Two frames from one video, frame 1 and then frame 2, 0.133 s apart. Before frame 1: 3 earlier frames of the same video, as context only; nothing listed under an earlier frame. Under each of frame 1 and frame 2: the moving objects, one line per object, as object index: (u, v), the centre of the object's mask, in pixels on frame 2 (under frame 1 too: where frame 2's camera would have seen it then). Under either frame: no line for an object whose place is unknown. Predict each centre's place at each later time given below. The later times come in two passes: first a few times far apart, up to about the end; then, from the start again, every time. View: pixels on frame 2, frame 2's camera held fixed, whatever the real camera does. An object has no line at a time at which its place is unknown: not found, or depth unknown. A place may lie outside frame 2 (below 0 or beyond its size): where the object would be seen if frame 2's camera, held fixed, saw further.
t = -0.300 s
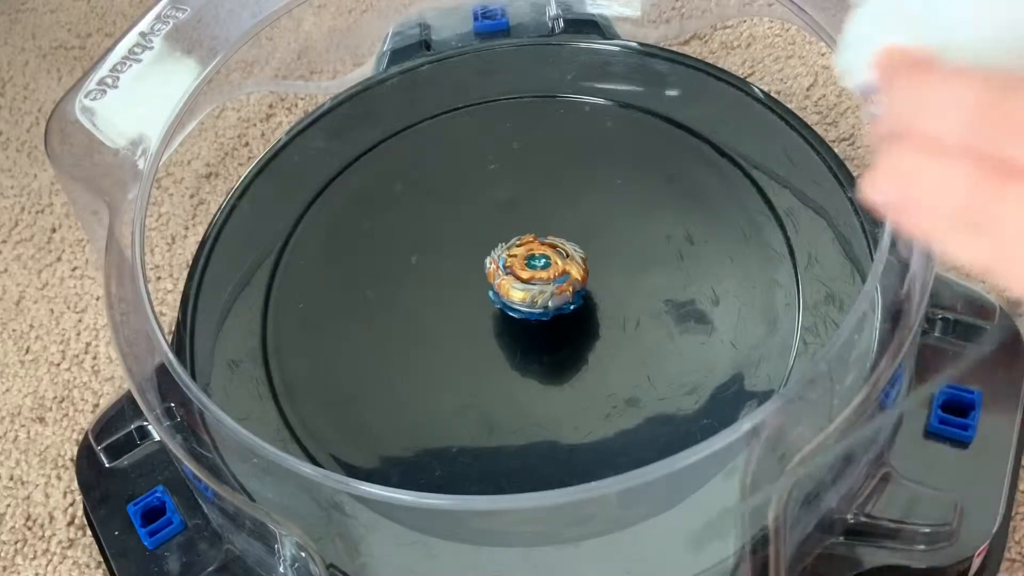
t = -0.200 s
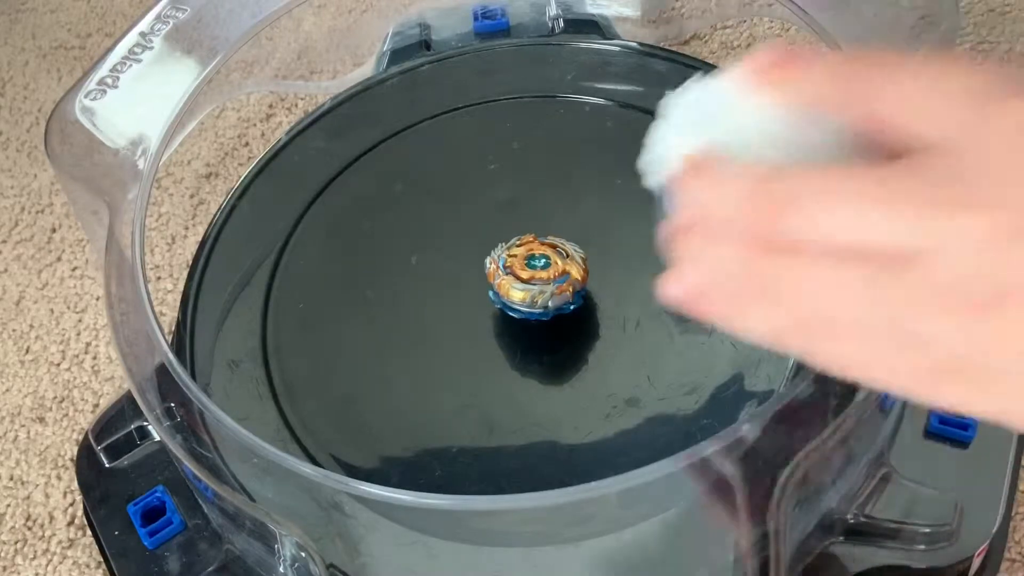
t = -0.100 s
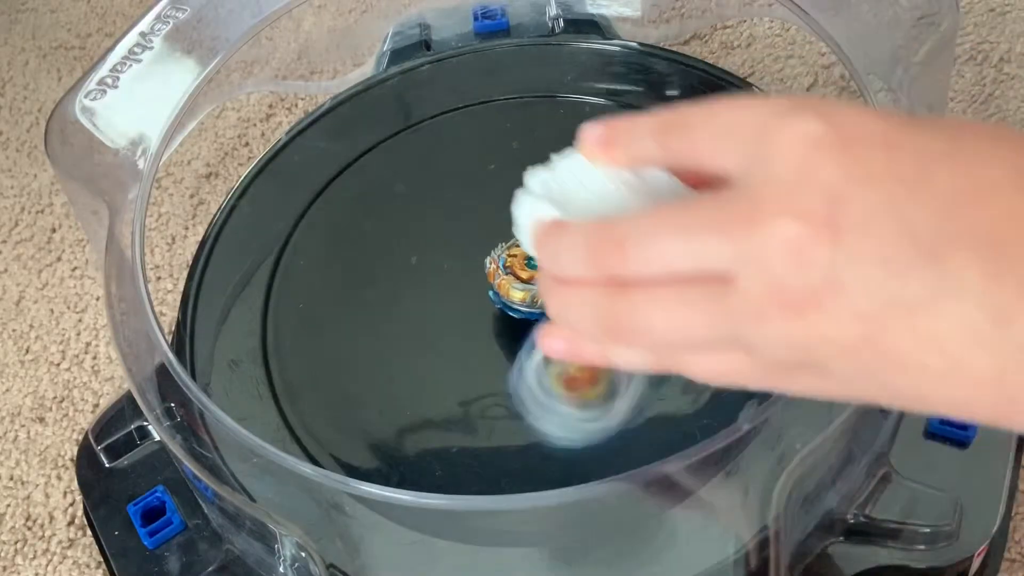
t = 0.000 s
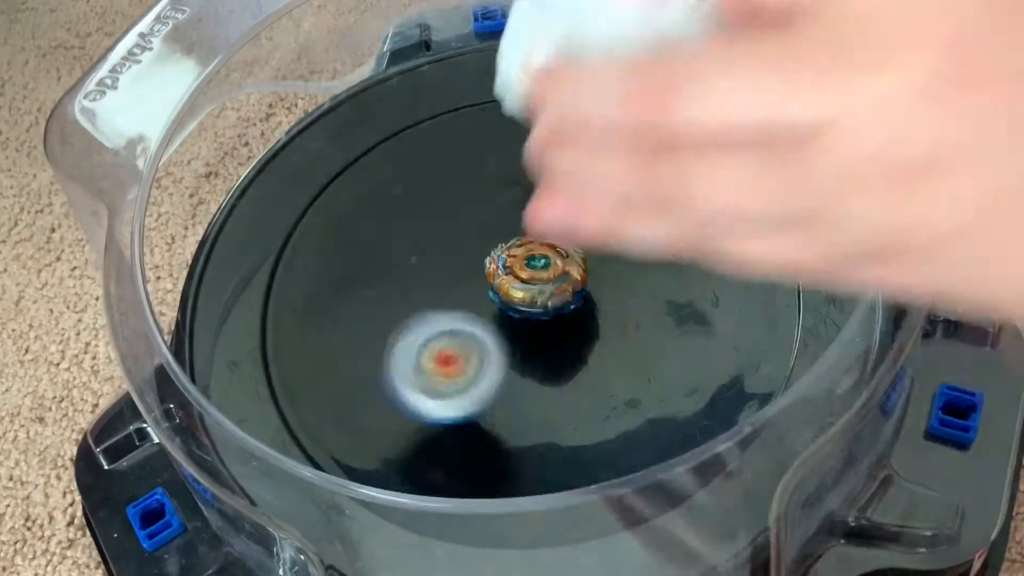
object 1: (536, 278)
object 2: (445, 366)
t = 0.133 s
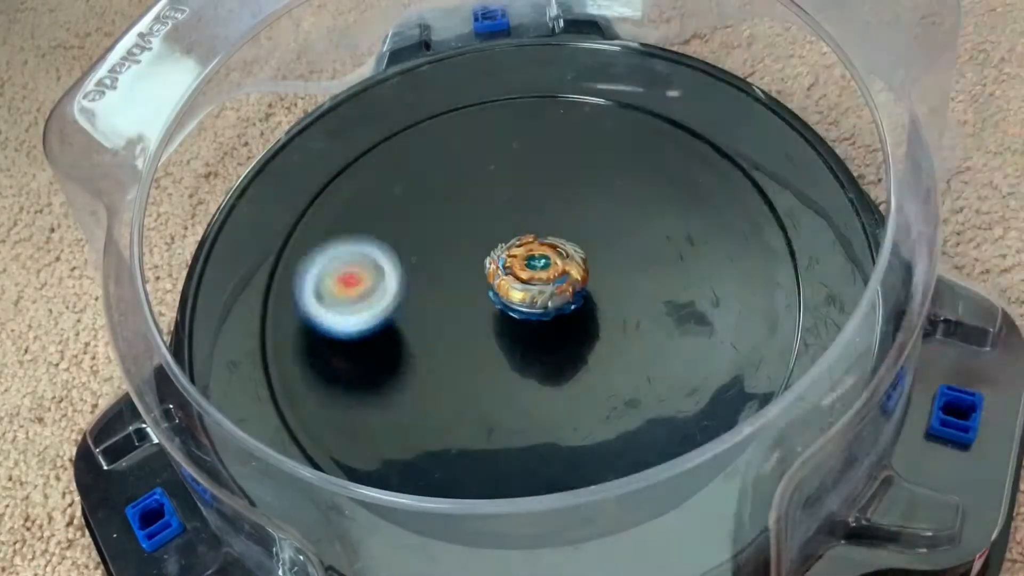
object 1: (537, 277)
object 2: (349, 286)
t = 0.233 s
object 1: (537, 277)
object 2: (347, 235)
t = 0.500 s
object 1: (572, 309)
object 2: (418, 212)
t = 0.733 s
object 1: (600, 347)
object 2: (355, 207)
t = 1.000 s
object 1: (592, 337)
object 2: (487, 297)
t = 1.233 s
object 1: (667, 370)
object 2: (496, 151)
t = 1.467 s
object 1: (640, 356)
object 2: (421, 109)
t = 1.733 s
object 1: (632, 352)
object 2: (436, 251)
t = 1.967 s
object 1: (652, 364)
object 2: (573, 295)
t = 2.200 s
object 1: (636, 366)
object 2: (614, 211)
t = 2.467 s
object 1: (608, 324)
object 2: (593, 199)
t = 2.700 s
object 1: (541, 421)
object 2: (545, 190)
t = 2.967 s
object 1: (512, 408)
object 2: (454, 242)
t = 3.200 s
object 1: (563, 382)
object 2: (502, 277)
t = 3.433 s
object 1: (593, 334)
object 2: (500, 203)
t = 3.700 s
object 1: (598, 320)
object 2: (454, 228)
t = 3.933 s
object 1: (608, 344)
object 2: (520, 264)
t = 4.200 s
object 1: (589, 359)
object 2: (477, 193)
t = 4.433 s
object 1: (546, 340)
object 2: (472, 261)
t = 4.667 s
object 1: (567, 335)
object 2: (496, 257)
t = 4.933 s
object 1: (568, 349)
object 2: (483, 216)
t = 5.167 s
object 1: (568, 344)
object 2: (504, 253)
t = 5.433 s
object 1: (553, 365)
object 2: (545, 182)
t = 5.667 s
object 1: (559, 359)
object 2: (529, 183)
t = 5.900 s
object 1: (553, 361)
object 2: (556, 257)
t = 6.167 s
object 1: (549, 364)
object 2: (606, 266)
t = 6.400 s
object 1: (544, 364)
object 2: (559, 272)
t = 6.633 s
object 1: (501, 366)
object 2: (554, 233)
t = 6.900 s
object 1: (480, 337)
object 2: (507, 232)
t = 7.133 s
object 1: (485, 338)
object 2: (550, 215)
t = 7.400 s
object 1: (513, 320)
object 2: (586, 232)
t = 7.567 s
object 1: (491, 307)
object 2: (616, 256)
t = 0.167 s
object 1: (537, 277)
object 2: (342, 266)
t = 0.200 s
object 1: (537, 277)
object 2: (342, 249)
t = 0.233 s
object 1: (537, 277)
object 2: (347, 235)
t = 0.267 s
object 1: (537, 277)
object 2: (356, 227)
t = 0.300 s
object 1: (537, 277)
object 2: (368, 222)
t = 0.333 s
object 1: (537, 277)
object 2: (384, 221)
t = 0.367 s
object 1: (537, 277)
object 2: (401, 224)
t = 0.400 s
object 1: (537, 277)
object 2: (418, 229)
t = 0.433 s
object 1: (537, 277)
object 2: (434, 235)
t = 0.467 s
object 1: (553, 291)
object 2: (428, 224)
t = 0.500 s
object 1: (572, 309)
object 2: (418, 212)
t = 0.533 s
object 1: (591, 322)
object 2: (408, 203)
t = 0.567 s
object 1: (605, 332)
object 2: (398, 197)
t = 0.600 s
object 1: (609, 339)
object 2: (389, 194)
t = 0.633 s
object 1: (609, 345)
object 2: (379, 192)
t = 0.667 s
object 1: (608, 348)
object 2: (370, 194)
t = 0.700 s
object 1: (604, 348)
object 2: (362, 199)
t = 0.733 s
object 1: (600, 347)
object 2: (355, 207)
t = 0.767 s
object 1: (597, 345)
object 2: (351, 218)
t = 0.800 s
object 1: (594, 342)
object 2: (352, 232)
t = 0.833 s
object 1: (593, 339)
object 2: (358, 249)
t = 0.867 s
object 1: (592, 338)
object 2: (372, 265)
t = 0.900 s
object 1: (592, 337)
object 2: (394, 280)
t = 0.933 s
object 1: (592, 337)
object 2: (422, 290)
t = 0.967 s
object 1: (592, 337)
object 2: (453, 296)
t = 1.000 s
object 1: (592, 337)
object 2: (487, 297)
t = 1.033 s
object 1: (597, 342)
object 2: (512, 285)
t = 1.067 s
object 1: (622, 352)
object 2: (513, 260)
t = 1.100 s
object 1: (641, 359)
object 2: (513, 233)
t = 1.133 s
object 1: (656, 366)
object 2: (513, 209)
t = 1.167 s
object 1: (667, 372)
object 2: (510, 186)
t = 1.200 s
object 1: (670, 372)
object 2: (503, 167)
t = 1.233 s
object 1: (667, 370)
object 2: (496, 151)
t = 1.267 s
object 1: (663, 367)
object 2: (488, 138)
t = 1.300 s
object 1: (658, 365)
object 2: (478, 126)
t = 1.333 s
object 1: (654, 363)
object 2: (467, 118)
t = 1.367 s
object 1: (650, 361)
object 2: (456, 113)
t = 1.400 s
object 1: (646, 359)
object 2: (444, 109)
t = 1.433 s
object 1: (643, 358)
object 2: (432, 107)
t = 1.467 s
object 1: (640, 356)
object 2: (421, 109)
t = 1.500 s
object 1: (638, 355)
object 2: (409, 114)
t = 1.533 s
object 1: (637, 354)
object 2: (400, 123)
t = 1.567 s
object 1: (635, 353)
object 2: (392, 136)
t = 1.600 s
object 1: (634, 353)
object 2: (389, 155)
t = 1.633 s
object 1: (634, 353)
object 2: (392, 178)
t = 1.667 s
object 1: (633, 352)
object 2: (400, 202)
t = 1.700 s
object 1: (633, 352)
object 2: (415, 227)
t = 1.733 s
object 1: (632, 352)
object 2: (436, 251)
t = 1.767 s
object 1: (632, 351)
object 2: (460, 272)
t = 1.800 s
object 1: (632, 351)
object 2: (487, 290)
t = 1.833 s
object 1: (632, 351)
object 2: (518, 304)
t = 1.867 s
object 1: (641, 353)
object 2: (536, 307)
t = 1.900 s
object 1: (651, 357)
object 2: (549, 304)
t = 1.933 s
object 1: (655, 361)
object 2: (561, 300)
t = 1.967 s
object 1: (652, 364)
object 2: (573, 295)
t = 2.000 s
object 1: (654, 371)
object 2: (579, 279)
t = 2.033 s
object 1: (649, 378)
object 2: (583, 262)
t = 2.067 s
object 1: (643, 381)
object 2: (588, 246)
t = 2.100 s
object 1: (639, 381)
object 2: (593, 233)
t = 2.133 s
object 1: (637, 379)
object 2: (600, 224)
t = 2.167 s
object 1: (637, 376)
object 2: (606, 216)
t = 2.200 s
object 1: (636, 366)
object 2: (614, 211)
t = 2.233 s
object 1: (632, 357)
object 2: (621, 206)
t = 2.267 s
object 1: (629, 348)
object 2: (627, 201)
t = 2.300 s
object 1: (626, 341)
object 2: (629, 195)
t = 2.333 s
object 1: (623, 334)
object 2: (629, 191)
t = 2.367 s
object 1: (620, 328)
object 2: (625, 188)
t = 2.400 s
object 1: (617, 325)
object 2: (617, 188)
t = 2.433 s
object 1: (613, 324)
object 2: (605, 191)
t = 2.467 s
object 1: (608, 324)
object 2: (593, 199)
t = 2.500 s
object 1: (602, 324)
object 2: (581, 211)
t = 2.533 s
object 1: (595, 324)
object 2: (570, 225)
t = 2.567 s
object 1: (589, 325)
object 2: (561, 242)
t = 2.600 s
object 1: (576, 343)
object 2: (560, 230)
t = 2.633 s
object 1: (562, 375)
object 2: (559, 216)
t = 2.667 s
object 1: (552, 404)
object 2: (554, 201)
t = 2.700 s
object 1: (541, 421)
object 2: (545, 190)
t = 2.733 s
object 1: (526, 431)
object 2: (533, 183)
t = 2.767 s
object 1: (512, 434)
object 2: (521, 180)
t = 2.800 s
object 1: (506, 434)
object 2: (506, 183)
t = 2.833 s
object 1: (505, 432)
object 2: (491, 188)
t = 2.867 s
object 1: (504, 426)
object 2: (478, 197)
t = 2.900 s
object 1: (508, 421)
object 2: (466, 210)
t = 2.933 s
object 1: (510, 415)
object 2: (458, 225)
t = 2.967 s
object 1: (512, 408)
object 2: (454, 242)
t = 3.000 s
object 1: (515, 401)
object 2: (453, 260)
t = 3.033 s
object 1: (521, 394)
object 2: (458, 276)
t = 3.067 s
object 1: (527, 385)
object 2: (467, 292)
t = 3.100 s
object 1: (534, 378)
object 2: (478, 306)
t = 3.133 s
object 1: (545, 380)
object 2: (488, 296)
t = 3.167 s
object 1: (555, 383)
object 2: (495, 288)
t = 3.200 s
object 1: (563, 382)
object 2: (502, 277)
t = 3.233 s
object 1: (569, 378)
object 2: (506, 267)
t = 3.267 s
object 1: (574, 372)
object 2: (509, 255)
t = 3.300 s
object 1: (577, 366)
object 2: (511, 243)
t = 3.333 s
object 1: (580, 356)
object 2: (511, 232)
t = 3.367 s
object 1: (584, 349)
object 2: (509, 221)
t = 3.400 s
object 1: (588, 341)
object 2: (506, 212)
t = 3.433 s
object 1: (593, 334)
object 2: (500, 203)
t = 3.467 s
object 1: (597, 328)
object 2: (494, 197)
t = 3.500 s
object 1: (600, 324)
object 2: (486, 193)
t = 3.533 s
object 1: (603, 320)
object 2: (477, 192)
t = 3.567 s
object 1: (606, 318)
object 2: (469, 193)
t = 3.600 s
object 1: (606, 318)
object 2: (462, 197)
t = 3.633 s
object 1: (603, 319)
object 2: (457, 205)
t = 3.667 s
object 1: (600, 320)
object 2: (454, 216)
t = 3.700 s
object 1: (598, 320)
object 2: (454, 228)
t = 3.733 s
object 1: (597, 321)
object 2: (458, 241)
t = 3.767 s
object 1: (596, 322)
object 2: (467, 254)
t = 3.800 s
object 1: (596, 322)
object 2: (478, 266)
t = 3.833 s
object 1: (596, 323)
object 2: (493, 276)
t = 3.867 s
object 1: (599, 325)
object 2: (505, 277)
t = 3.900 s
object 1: (603, 335)
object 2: (514, 273)
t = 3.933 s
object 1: (608, 344)
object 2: (520, 264)
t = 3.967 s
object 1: (619, 351)
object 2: (520, 250)
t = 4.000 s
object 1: (618, 357)
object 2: (518, 237)
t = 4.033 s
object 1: (617, 365)
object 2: (514, 225)
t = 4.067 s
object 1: (609, 367)
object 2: (509, 215)
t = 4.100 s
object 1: (600, 365)
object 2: (503, 206)
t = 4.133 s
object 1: (595, 365)
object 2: (495, 199)
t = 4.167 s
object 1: (592, 362)
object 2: (487, 195)
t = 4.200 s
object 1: (589, 359)
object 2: (477, 193)
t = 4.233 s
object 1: (586, 356)
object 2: (468, 195)
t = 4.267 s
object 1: (581, 354)
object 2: (459, 201)
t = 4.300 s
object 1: (575, 351)
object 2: (454, 211)
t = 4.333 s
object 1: (567, 349)
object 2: (452, 223)
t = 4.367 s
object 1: (559, 347)
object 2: (455, 237)
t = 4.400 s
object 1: (551, 345)
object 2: (462, 250)
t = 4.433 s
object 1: (546, 340)
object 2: (472, 261)
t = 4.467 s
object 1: (549, 337)
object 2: (477, 264)
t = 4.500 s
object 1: (557, 338)
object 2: (477, 261)
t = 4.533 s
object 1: (562, 334)
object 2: (478, 260)
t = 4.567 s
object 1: (566, 333)
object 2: (481, 259)
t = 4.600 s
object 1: (567, 335)
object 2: (485, 259)
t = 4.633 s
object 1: (568, 336)
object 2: (491, 258)
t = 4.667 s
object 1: (567, 335)
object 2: (496, 257)
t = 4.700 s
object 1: (568, 335)
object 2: (502, 254)
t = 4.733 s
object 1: (570, 340)
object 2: (502, 245)
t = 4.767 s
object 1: (570, 343)
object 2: (501, 236)
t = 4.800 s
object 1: (569, 345)
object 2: (499, 228)
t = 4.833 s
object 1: (568, 346)
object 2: (496, 221)
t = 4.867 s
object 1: (568, 348)
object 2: (491, 217)
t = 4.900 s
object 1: (568, 349)
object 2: (487, 215)
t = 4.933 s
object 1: (568, 349)
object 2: (483, 216)
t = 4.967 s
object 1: (567, 350)
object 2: (482, 219)
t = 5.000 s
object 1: (568, 349)
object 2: (481, 223)
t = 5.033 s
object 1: (568, 349)
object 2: (482, 228)
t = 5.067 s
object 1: (568, 348)
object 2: (484, 233)
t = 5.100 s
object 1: (568, 346)
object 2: (489, 240)
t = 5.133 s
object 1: (568, 345)
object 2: (495, 246)
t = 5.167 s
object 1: (568, 344)
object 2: (504, 253)
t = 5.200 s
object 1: (568, 344)
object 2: (515, 256)
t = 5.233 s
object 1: (567, 355)
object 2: (526, 243)
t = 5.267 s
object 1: (564, 366)
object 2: (534, 229)
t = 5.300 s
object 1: (563, 370)
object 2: (540, 217)
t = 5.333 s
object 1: (559, 371)
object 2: (542, 207)
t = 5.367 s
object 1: (556, 370)
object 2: (543, 198)
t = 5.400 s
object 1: (553, 367)
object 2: (544, 189)
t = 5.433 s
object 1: (553, 365)
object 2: (545, 182)
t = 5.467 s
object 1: (555, 362)
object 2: (545, 175)
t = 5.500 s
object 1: (557, 360)
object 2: (544, 169)
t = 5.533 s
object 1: (559, 360)
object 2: (543, 165)
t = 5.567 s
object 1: (559, 359)
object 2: (538, 165)
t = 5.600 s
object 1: (560, 359)
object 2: (534, 167)
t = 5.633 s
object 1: (560, 359)
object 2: (531, 174)
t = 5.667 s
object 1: (559, 359)
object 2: (529, 183)
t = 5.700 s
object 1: (559, 359)
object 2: (530, 193)
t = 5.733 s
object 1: (557, 359)
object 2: (532, 203)
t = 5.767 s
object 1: (556, 360)
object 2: (536, 214)
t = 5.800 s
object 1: (553, 361)
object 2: (539, 225)
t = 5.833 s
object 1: (552, 362)
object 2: (544, 235)
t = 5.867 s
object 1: (553, 361)
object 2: (549, 246)
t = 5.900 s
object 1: (553, 361)
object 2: (556, 257)
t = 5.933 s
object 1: (552, 362)
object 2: (563, 265)
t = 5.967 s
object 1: (552, 365)
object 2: (571, 267)
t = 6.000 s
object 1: (553, 365)
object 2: (578, 270)
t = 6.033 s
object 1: (553, 364)
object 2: (586, 272)
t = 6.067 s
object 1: (552, 364)
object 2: (594, 272)
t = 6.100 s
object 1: (552, 364)
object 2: (601, 271)
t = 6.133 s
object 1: (550, 364)
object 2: (606, 268)
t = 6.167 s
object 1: (549, 364)
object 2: (606, 266)
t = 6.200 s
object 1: (546, 364)
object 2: (605, 264)
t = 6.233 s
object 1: (543, 365)
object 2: (601, 262)
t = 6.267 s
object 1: (542, 365)
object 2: (595, 261)
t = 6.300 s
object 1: (543, 365)
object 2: (586, 261)
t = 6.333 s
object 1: (545, 364)
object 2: (577, 264)
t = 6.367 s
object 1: (545, 364)
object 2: (568, 267)
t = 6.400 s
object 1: (544, 364)
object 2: (559, 272)
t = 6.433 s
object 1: (544, 364)
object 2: (551, 275)
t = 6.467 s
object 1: (531, 371)
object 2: (555, 269)
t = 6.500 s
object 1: (518, 376)
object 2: (560, 261)
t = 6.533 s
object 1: (509, 378)
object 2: (562, 254)
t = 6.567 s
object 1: (505, 376)
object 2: (560, 247)
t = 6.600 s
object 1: (502, 371)
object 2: (557, 240)
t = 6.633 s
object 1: (501, 366)
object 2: (554, 233)
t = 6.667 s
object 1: (498, 362)
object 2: (548, 228)
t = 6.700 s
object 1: (495, 358)
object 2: (542, 224)
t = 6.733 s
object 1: (493, 354)
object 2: (535, 220)
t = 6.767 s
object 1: (489, 351)
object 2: (525, 219)
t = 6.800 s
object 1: (486, 347)
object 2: (517, 221)
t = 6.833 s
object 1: (486, 342)
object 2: (511, 224)
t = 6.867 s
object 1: (485, 336)
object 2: (503, 230)
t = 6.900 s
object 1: (480, 337)
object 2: (507, 232)
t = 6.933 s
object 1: (476, 340)
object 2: (514, 226)
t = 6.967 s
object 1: (476, 339)
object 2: (518, 223)
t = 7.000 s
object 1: (477, 338)
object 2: (525, 221)
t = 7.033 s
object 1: (479, 337)
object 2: (530, 219)
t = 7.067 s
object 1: (481, 338)
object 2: (538, 217)
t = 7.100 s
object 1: (482, 338)
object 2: (544, 215)
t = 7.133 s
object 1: (485, 338)
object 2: (550, 215)
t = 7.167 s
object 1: (488, 338)
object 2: (558, 214)
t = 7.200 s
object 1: (492, 339)
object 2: (564, 214)
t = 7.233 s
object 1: (497, 337)
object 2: (570, 215)
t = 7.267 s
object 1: (500, 334)
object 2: (573, 217)
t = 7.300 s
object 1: (503, 331)
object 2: (577, 220)
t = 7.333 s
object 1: (507, 328)
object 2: (581, 223)
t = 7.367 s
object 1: (511, 325)
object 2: (583, 228)
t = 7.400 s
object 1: (513, 320)
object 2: (586, 232)
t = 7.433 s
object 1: (513, 316)
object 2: (587, 238)
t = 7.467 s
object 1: (512, 312)
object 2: (590, 244)
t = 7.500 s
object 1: (503, 310)
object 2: (601, 249)
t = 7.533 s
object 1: (496, 308)
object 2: (613, 253)
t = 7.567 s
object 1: (491, 307)
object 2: (616, 256)
